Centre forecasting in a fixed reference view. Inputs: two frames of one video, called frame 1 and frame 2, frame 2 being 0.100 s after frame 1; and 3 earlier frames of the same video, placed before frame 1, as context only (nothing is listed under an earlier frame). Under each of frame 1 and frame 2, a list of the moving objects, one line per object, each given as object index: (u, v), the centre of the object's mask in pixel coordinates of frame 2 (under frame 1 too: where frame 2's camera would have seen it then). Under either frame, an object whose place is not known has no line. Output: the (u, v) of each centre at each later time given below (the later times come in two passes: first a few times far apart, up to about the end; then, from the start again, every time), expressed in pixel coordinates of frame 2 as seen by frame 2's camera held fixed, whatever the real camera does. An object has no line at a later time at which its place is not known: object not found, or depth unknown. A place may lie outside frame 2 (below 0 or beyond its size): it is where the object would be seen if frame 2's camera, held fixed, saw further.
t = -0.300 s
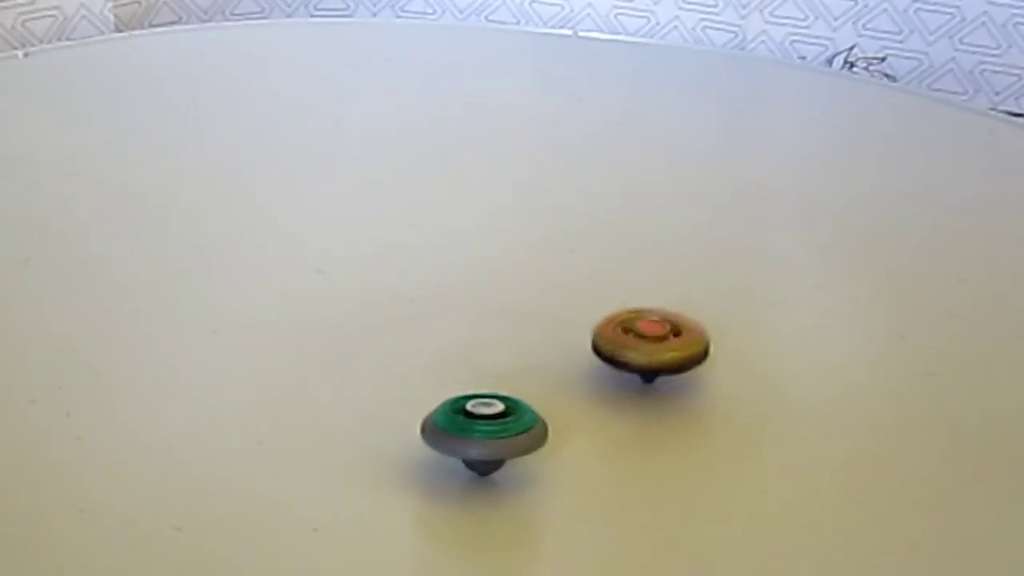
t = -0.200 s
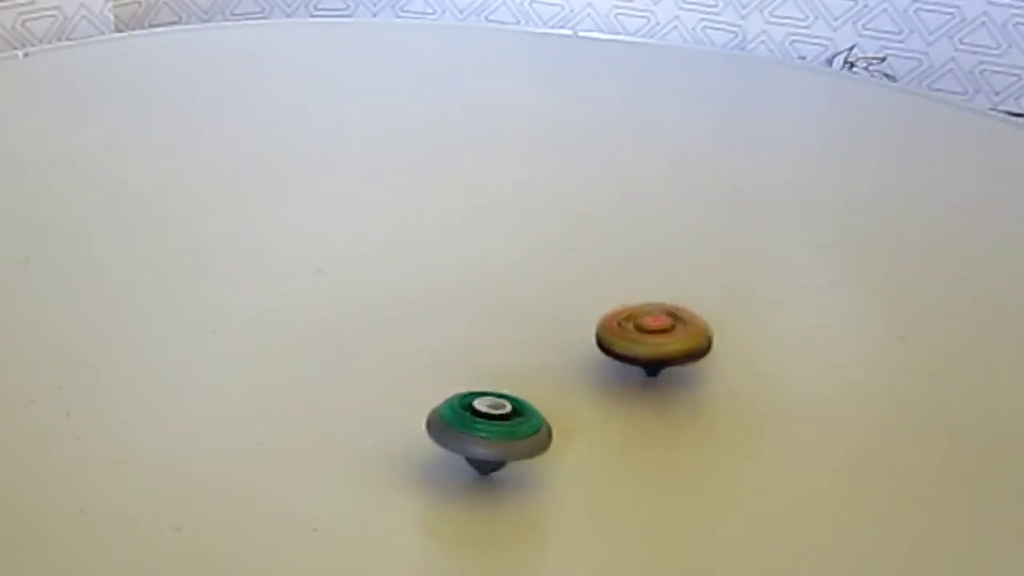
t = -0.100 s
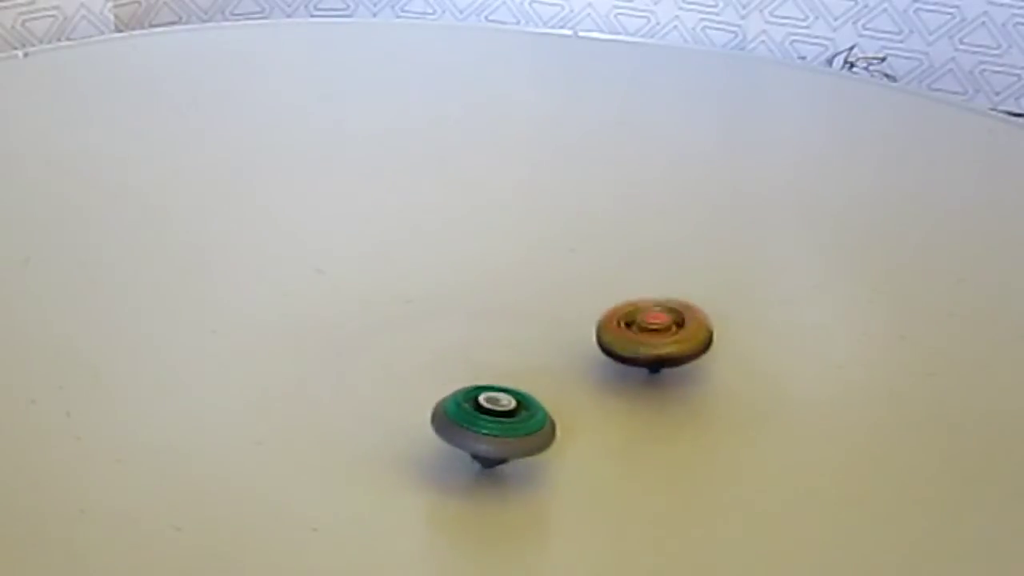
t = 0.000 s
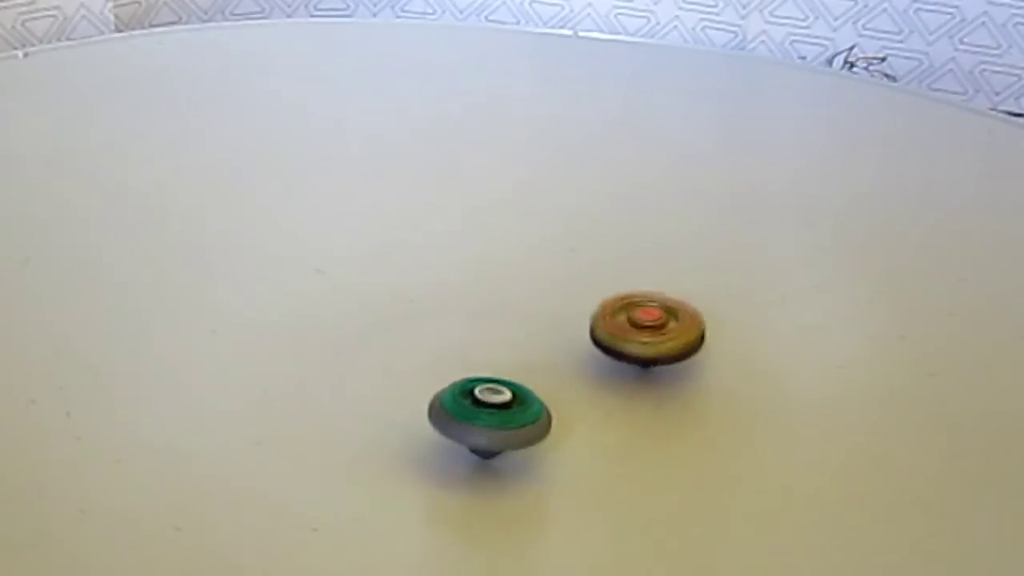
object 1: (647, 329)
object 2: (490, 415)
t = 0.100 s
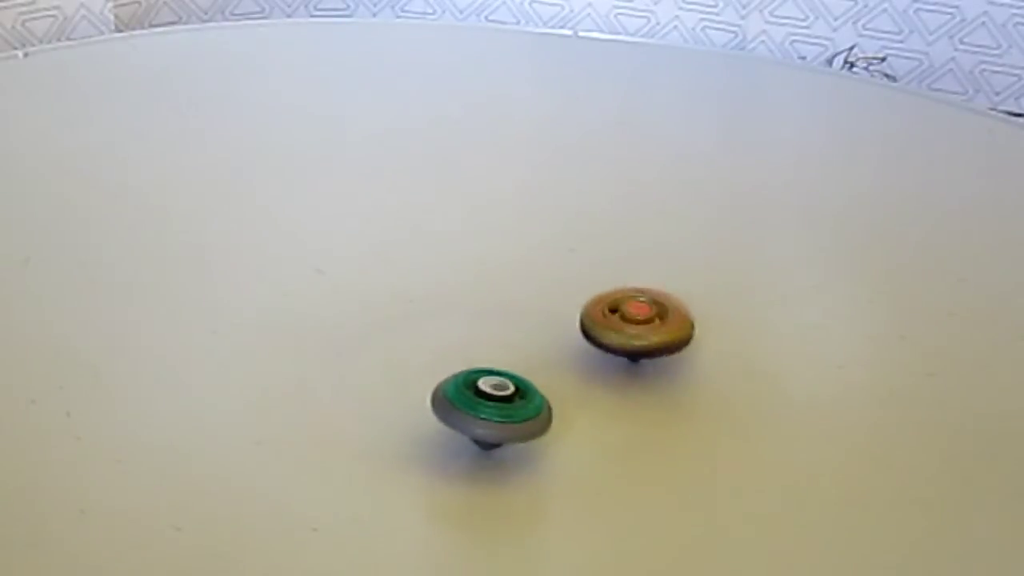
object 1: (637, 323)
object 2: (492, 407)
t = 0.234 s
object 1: (620, 317)
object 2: (501, 397)
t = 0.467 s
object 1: (586, 312)
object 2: (537, 385)
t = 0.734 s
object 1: (545, 315)
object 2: (588, 382)
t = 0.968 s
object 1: (516, 332)
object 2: (627, 391)
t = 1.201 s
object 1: (507, 352)
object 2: (650, 396)
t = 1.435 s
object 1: (507, 371)
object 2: (648, 392)
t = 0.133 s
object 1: (632, 321)
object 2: (493, 405)
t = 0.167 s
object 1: (629, 320)
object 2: (496, 402)
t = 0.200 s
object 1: (625, 318)
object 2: (498, 400)
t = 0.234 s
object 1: (620, 317)
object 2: (501, 397)
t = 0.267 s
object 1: (616, 316)
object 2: (506, 395)
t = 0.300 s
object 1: (611, 315)
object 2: (509, 393)
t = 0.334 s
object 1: (606, 314)
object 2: (515, 391)
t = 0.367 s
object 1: (602, 313)
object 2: (519, 389)
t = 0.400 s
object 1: (597, 313)
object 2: (525, 387)
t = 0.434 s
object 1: (592, 312)
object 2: (531, 387)
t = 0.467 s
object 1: (586, 312)
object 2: (537, 385)
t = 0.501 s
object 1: (582, 312)
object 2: (543, 385)
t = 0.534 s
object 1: (577, 312)
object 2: (549, 383)
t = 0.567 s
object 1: (571, 312)
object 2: (556, 383)
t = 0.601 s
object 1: (566, 311)
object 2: (561, 382)
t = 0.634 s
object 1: (561, 312)
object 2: (569, 381)
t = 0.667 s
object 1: (555, 313)
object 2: (575, 382)
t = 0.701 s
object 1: (550, 314)
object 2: (582, 381)
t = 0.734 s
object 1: (545, 315)
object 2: (588, 382)
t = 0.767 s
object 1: (540, 317)
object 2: (594, 382)
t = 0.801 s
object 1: (536, 320)
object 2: (602, 384)
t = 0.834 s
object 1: (532, 322)
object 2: (605, 384)
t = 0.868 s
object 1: (528, 324)
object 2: (612, 386)
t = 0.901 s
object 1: (524, 327)
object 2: (617, 387)
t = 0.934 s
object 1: (520, 329)
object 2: (623, 388)
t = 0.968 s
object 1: (516, 332)
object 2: (627, 391)
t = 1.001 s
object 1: (514, 335)
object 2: (632, 393)
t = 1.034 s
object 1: (510, 337)
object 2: (636, 395)
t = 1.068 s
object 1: (508, 340)
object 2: (638, 395)
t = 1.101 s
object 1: (507, 342)
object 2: (644, 396)
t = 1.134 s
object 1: (505, 346)
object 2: (646, 396)
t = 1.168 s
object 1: (506, 349)
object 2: (650, 397)
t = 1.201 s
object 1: (507, 352)
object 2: (650, 396)
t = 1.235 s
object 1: (509, 355)
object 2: (651, 396)
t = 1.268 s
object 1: (509, 358)
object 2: (650, 396)
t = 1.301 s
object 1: (509, 361)
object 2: (649, 395)
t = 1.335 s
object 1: (511, 365)
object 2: (647, 395)
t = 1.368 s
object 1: (513, 367)
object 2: (643, 393)
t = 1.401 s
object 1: (516, 370)
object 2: (640, 391)
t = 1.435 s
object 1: (507, 371)
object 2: (648, 392)
